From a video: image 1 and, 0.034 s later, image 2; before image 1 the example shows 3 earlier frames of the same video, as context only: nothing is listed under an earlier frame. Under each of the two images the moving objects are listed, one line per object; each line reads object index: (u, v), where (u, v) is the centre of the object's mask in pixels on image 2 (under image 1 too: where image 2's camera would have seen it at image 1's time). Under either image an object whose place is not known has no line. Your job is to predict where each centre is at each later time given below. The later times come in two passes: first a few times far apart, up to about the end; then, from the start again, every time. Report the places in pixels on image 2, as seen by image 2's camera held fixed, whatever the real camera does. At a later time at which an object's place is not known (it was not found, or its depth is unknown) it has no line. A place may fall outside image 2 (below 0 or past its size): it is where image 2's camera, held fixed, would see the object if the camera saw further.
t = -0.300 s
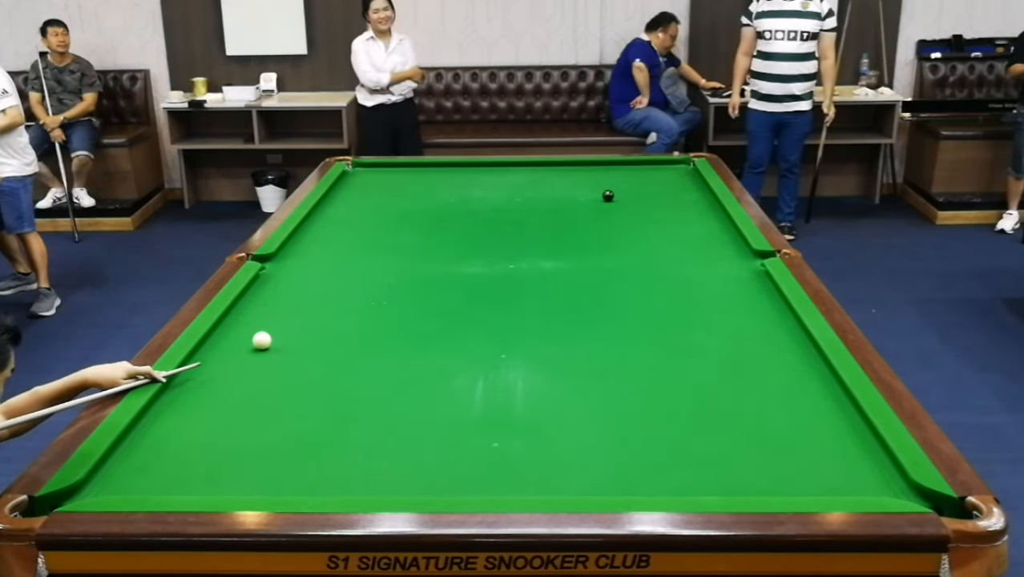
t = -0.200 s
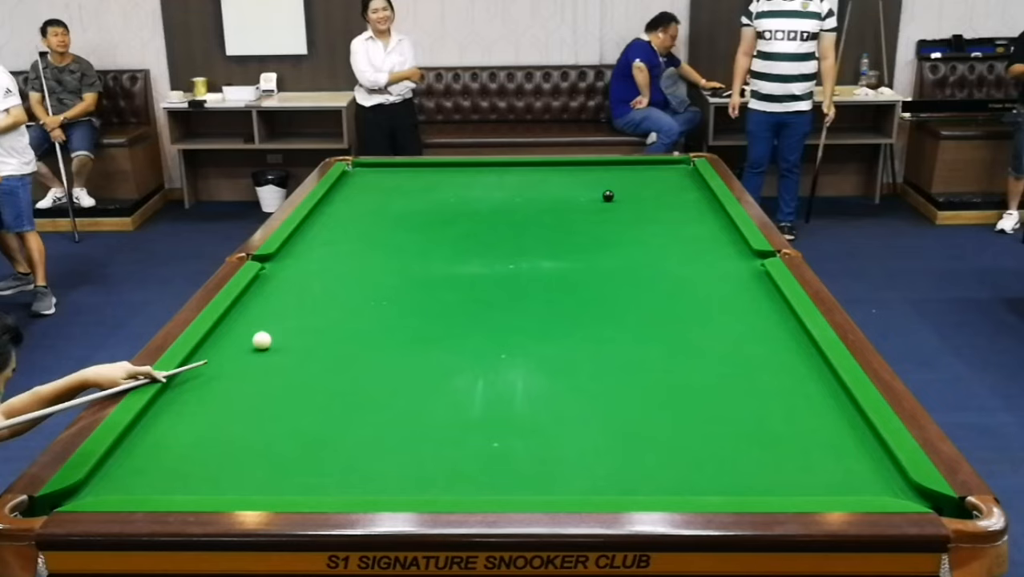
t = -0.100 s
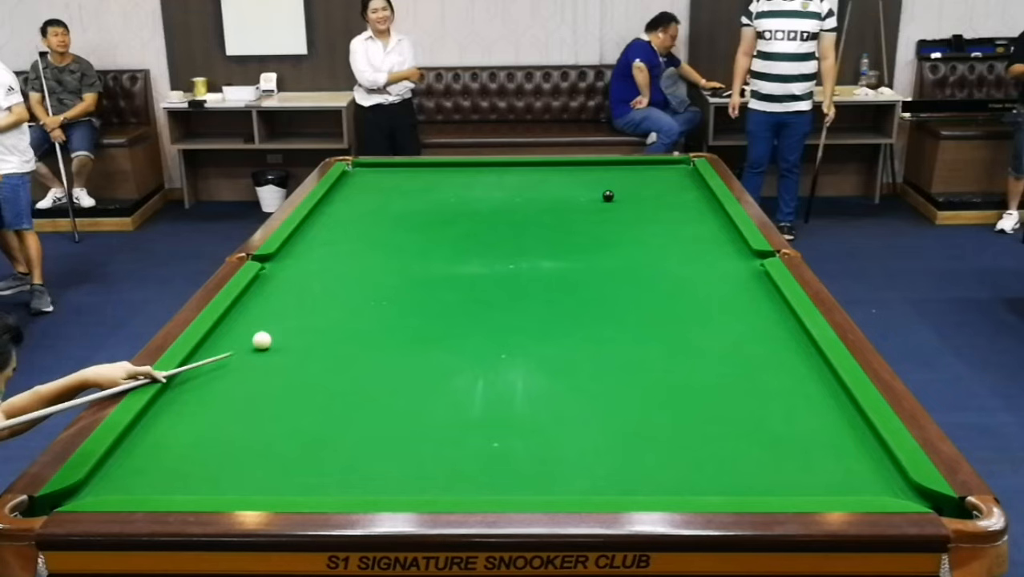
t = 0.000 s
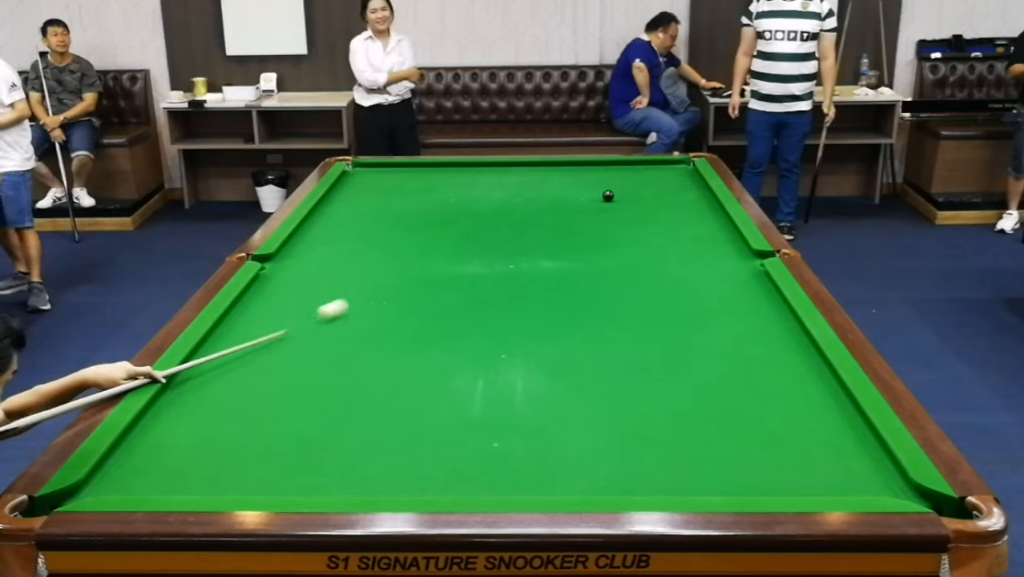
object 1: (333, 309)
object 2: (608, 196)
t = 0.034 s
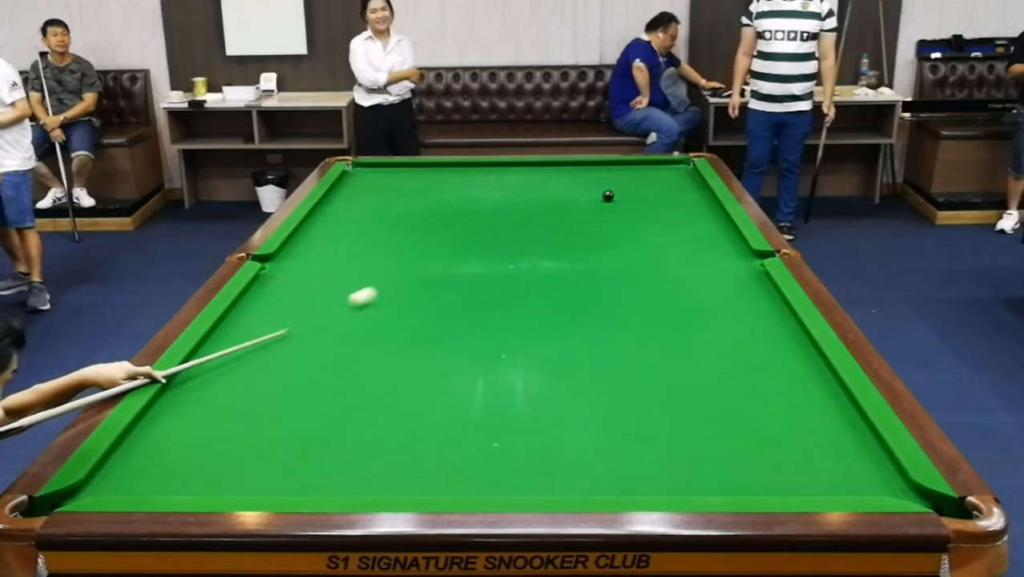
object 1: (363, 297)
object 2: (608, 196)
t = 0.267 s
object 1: (517, 232)
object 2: (608, 196)
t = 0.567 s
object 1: (591, 194)
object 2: (648, 186)
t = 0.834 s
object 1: (583, 184)
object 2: (661, 169)
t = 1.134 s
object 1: (576, 173)
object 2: (595, 166)
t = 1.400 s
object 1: (562, 174)
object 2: (547, 165)
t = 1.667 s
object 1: (546, 178)
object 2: (502, 165)
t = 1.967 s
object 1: (529, 182)
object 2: (451, 169)
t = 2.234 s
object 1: (514, 185)
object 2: (406, 172)
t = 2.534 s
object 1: (498, 189)
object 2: (356, 175)
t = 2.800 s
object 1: (484, 191)
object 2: (363, 178)
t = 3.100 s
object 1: (469, 195)
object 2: (391, 182)
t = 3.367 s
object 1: (457, 197)
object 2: (415, 186)
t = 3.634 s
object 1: (446, 200)
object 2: (439, 189)
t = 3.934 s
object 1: (434, 203)
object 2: (466, 193)
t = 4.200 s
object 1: (424, 205)
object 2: (489, 196)
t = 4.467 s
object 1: (415, 206)
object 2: (512, 199)
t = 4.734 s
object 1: (406, 208)
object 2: (533, 203)
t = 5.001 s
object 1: (399, 210)
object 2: (554, 206)
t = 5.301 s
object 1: (392, 211)
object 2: (576, 209)
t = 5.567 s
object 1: (387, 212)
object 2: (596, 212)
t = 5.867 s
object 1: (382, 213)
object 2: (616, 214)
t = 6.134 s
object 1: (379, 213)
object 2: (633, 217)
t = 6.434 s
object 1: (377, 213)
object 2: (651, 219)
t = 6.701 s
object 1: (376, 213)
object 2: (666, 221)
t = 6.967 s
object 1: (377, 213)
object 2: (680, 223)
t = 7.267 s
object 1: (377, 214)
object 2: (693, 225)
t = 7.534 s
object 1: (377, 213)
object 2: (703, 227)
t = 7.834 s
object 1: (377, 213)
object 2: (713, 228)
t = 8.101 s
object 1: (377, 214)
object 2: (720, 230)
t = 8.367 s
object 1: (377, 214)
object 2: (727, 231)
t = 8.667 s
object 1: (377, 213)
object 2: (732, 231)
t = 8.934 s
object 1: (377, 214)
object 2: (734, 232)
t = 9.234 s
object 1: (377, 214)
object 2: (733, 232)
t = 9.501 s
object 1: (377, 214)
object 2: (733, 232)
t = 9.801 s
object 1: (377, 214)
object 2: (733, 232)
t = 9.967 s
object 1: (377, 214)
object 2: (733, 232)
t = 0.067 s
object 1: (390, 285)
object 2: (608, 196)
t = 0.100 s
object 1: (415, 274)
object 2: (608, 196)
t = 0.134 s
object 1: (439, 265)
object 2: (608, 196)
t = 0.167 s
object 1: (461, 256)
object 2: (608, 196)
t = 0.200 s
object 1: (481, 247)
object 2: (608, 196)
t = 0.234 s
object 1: (499, 240)
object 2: (608, 196)
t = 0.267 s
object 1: (517, 232)
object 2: (608, 196)
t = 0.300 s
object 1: (533, 225)
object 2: (608, 196)
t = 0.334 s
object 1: (548, 219)
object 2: (608, 196)
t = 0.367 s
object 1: (563, 213)
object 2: (608, 196)
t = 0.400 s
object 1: (576, 207)
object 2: (608, 196)
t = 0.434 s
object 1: (588, 202)
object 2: (608, 196)
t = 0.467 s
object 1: (598, 197)
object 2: (610, 195)
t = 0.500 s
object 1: (596, 196)
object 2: (622, 193)
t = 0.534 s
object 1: (593, 195)
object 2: (635, 189)
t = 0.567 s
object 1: (591, 194)
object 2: (648, 186)
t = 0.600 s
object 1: (589, 193)
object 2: (660, 183)
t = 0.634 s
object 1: (588, 191)
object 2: (671, 180)
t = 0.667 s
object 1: (587, 190)
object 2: (682, 177)
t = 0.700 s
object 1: (587, 189)
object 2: (693, 174)
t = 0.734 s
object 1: (586, 187)
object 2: (690, 172)
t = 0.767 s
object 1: (585, 186)
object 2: (680, 171)
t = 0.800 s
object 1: (584, 185)
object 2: (670, 171)
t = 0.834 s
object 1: (583, 184)
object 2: (661, 169)
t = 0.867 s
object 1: (582, 183)
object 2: (653, 168)
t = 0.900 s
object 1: (582, 181)
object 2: (645, 166)
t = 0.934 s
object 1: (581, 180)
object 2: (638, 165)
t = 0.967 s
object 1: (580, 179)
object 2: (630, 164)
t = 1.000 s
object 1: (579, 178)
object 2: (623, 162)
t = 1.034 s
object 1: (579, 177)
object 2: (616, 163)
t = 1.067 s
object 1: (578, 176)
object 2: (609, 164)
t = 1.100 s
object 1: (577, 175)
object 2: (602, 165)
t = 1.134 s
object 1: (576, 173)
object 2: (595, 166)
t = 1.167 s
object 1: (576, 172)
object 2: (588, 167)
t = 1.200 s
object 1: (575, 171)
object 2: (582, 168)
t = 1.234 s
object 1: (574, 171)
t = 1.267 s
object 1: (571, 171)
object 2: (567, 166)
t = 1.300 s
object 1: (570, 172)
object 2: (563, 166)
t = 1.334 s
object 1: (567, 173)
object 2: (558, 166)
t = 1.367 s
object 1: (565, 174)
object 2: (553, 166)
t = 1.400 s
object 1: (562, 174)
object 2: (547, 165)
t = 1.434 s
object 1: (561, 175)
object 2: (542, 165)
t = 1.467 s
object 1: (559, 175)
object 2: (537, 164)
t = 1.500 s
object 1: (556, 176)
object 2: (531, 164)
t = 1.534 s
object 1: (555, 176)
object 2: (525, 164)
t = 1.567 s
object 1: (552, 177)
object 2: (519, 164)
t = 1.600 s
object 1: (550, 177)
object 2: (514, 165)
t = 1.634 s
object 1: (548, 178)
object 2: (508, 165)
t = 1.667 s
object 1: (546, 178)
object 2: (502, 165)
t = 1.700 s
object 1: (544, 178)
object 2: (496, 166)
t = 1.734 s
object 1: (542, 179)
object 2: (491, 166)
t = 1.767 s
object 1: (541, 179)
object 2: (485, 166)
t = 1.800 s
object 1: (539, 180)
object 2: (480, 167)
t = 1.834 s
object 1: (537, 180)
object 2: (474, 167)
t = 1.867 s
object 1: (535, 181)
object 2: (468, 168)
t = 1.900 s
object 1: (533, 181)
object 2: (462, 168)
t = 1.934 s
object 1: (531, 181)
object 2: (457, 169)
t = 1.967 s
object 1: (529, 182)
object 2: (451, 169)
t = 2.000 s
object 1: (527, 182)
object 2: (445, 169)
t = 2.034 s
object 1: (525, 183)
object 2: (440, 170)
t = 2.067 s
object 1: (523, 183)
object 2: (434, 170)
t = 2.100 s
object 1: (521, 183)
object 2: (428, 171)
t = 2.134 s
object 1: (520, 184)
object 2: (423, 171)
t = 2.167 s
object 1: (518, 184)
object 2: (417, 171)
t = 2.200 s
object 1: (516, 185)
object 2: (411, 172)
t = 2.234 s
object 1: (514, 185)
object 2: (406, 172)
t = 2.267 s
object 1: (512, 186)
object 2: (400, 172)
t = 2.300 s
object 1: (510, 186)
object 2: (394, 173)
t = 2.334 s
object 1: (509, 186)
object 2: (389, 173)
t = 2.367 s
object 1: (507, 186)
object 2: (383, 173)
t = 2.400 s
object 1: (505, 187)
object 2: (378, 174)
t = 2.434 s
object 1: (503, 187)
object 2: (372, 174)
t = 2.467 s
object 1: (501, 188)
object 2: (367, 175)
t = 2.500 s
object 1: (499, 188)
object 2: (361, 175)
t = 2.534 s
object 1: (498, 189)
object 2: (356, 175)
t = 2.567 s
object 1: (496, 189)
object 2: (350, 175)
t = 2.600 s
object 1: (494, 189)
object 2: (345, 176)
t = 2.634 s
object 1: (493, 190)
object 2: (347, 176)
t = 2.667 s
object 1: (491, 190)
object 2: (350, 177)
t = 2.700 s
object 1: (489, 190)
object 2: (353, 177)
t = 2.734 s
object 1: (487, 191)
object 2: (356, 177)
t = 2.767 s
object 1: (486, 191)
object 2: (360, 178)
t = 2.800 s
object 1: (484, 191)
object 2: (363, 178)
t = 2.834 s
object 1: (482, 192)
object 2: (366, 179)
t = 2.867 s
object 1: (481, 192)
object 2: (369, 179)
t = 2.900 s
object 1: (479, 193)
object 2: (372, 180)
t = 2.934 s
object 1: (477, 193)
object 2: (375, 180)
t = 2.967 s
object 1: (476, 193)
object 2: (378, 181)
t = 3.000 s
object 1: (474, 194)
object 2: (381, 181)
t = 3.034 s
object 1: (473, 194)
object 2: (385, 182)
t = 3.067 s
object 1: (471, 195)
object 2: (388, 182)
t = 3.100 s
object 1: (469, 195)
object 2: (391, 182)
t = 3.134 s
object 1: (468, 195)
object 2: (394, 183)
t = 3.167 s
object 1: (466, 196)
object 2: (397, 183)
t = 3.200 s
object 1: (465, 196)
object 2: (400, 184)
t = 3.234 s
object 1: (463, 196)
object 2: (403, 184)
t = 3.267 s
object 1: (462, 196)
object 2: (406, 185)
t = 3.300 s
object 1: (460, 197)
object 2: (410, 185)
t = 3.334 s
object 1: (459, 197)
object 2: (412, 185)
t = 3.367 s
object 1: (457, 197)
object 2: (415, 186)
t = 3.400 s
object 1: (456, 198)
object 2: (419, 186)
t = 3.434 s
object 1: (454, 198)
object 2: (422, 187)
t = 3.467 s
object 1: (453, 198)
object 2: (425, 187)
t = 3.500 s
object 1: (451, 199)
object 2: (428, 188)
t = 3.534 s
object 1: (450, 199)
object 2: (431, 188)
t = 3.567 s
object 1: (448, 199)
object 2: (434, 188)
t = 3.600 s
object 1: (447, 200)
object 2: (437, 189)
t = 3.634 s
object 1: (446, 200)
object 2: (439, 189)
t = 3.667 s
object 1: (444, 200)
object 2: (443, 189)
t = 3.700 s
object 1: (443, 200)
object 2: (446, 190)
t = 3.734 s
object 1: (442, 201)
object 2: (449, 190)
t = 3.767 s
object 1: (440, 201)
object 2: (452, 191)
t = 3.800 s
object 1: (439, 201)
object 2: (455, 191)
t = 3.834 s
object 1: (438, 202)
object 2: (458, 192)
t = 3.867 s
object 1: (436, 202)
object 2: (461, 192)
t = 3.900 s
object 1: (435, 202)
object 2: (464, 193)
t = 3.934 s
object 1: (434, 203)
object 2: (466, 193)
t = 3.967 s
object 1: (432, 203)
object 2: (469, 193)
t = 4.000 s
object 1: (431, 203)
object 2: (472, 194)
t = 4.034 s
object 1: (430, 203)
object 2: (475, 194)
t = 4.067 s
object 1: (429, 204)
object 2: (478, 195)
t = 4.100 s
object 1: (427, 204)
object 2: (481, 195)
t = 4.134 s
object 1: (426, 204)
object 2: (484, 195)
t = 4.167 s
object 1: (425, 204)
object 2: (486, 196)
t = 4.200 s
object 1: (424, 205)
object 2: (489, 196)
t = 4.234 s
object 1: (423, 205)
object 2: (492, 196)
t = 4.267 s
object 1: (421, 205)
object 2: (495, 197)
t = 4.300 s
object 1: (420, 205)
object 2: (498, 197)
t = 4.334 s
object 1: (419, 206)
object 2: (501, 198)
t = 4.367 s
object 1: (418, 206)
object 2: (503, 198)
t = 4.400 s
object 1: (417, 206)
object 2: (506, 199)
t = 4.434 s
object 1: (416, 206)
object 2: (509, 199)
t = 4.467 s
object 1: (415, 206)
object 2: (512, 199)
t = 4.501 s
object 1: (414, 207)
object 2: (514, 200)
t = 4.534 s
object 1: (412, 207)
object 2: (517, 200)
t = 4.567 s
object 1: (411, 207)
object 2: (520, 201)
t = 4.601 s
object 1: (410, 207)
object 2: (522, 201)
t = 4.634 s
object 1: (409, 208)
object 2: (525, 201)
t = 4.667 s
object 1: (408, 208)
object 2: (528, 202)
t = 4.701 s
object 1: (407, 208)
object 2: (531, 202)
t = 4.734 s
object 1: (406, 208)
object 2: (533, 203)
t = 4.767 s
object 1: (405, 208)
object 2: (536, 203)
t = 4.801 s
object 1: (405, 208)
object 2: (539, 203)
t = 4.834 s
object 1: (404, 209)
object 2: (541, 204)
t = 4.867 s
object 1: (403, 209)
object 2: (544, 204)
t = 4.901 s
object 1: (402, 209)
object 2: (546, 205)
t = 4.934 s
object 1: (401, 209)
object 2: (549, 205)
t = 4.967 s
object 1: (400, 209)
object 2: (552, 205)
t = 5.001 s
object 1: (399, 210)
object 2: (554, 206)
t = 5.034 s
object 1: (398, 210)
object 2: (557, 206)
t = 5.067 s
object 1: (397, 210)
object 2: (559, 206)
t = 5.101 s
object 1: (397, 210)
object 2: (562, 207)
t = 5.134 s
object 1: (396, 210)
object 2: (564, 207)
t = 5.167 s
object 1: (395, 210)
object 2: (567, 207)
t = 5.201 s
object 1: (394, 211)
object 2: (569, 208)
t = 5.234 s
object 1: (394, 211)
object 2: (571, 208)
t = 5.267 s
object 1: (393, 211)
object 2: (574, 208)
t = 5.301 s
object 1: (392, 211)
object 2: (576, 209)
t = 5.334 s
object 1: (391, 211)
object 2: (579, 209)
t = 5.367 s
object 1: (391, 211)
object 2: (581, 209)
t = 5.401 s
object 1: (390, 211)
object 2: (584, 210)
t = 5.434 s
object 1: (389, 212)
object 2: (586, 210)
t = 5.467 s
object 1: (388, 212)
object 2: (589, 210)
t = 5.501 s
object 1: (388, 212)
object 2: (591, 211)
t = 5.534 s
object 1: (387, 212)
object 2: (593, 211)
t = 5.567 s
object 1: (387, 212)
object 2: (596, 212)
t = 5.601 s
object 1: (386, 212)
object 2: (598, 212)
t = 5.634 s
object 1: (385, 212)
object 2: (600, 212)
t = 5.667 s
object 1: (385, 212)
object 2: (602, 213)
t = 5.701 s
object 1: (384, 212)
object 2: (605, 213)
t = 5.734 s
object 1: (384, 212)
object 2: (607, 213)
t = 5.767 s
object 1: (383, 212)
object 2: (610, 214)
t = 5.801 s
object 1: (383, 213)
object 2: (612, 214)
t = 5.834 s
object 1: (382, 213)
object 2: (614, 214)
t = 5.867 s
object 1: (382, 213)
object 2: (616, 214)
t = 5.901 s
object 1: (381, 213)
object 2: (618, 215)
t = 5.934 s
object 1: (381, 213)
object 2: (620, 215)
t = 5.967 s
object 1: (380, 213)
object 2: (623, 215)
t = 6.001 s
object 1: (380, 213)
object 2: (625, 216)
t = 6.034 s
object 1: (380, 213)
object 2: (627, 216)
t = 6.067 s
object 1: (379, 213)
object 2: (629, 216)
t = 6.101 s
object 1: (379, 213)
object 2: (631, 217)
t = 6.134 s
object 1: (379, 213)
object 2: (633, 217)
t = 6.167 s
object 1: (378, 213)
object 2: (635, 217)
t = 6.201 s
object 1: (378, 213)
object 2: (637, 217)
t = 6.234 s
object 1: (378, 213)
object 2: (639, 218)
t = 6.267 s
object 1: (378, 213)
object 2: (641, 218)
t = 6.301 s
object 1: (377, 213)
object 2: (643, 218)
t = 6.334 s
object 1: (377, 213)
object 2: (645, 218)
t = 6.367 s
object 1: (377, 213)
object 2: (648, 219)
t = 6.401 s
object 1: (377, 213)
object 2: (650, 219)
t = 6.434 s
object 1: (377, 213)
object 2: (651, 219)
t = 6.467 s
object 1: (377, 213)
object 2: (653, 220)
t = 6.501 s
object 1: (377, 213)
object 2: (655, 220)
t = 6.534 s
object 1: (377, 213)
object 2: (657, 220)
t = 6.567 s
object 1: (377, 213)
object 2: (659, 220)
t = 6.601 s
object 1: (377, 213)
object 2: (661, 220)
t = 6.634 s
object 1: (376, 213)
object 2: (663, 221)
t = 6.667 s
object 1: (376, 213)
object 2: (664, 221)
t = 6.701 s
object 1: (376, 213)
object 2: (666, 221)
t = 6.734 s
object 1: (376, 213)
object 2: (668, 222)
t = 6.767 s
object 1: (376, 213)
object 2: (670, 222)
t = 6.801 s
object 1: (376, 213)
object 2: (671, 222)
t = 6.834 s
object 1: (377, 213)
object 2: (673, 222)
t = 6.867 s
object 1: (376, 213)
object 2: (675, 223)
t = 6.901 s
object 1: (377, 213)
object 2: (676, 223)
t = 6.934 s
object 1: (377, 213)
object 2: (678, 223)
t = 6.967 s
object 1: (377, 213)
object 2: (680, 223)
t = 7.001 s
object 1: (377, 213)
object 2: (681, 223)
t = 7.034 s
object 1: (377, 213)
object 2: (683, 224)
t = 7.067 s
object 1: (377, 213)
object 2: (685, 224)
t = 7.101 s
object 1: (377, 214)
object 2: (686, 224)
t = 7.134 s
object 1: (377, 214)
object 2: (687, 224)
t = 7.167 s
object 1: (377, 214)
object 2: (689, 225)
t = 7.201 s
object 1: (377, 214)
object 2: (691, 225)
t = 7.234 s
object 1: (377, 214)
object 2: (692, 225)
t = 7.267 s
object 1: (377, 214)
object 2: (693, 225)
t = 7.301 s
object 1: (377, 213)
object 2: (695, 225)
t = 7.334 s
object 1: (377, 213)
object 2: (696, 226)
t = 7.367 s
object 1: (377, 213)
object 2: (697, 226)
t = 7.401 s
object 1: (377, 213)
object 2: (699, 226)
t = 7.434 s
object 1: (377, 213)
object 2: (700, 226)
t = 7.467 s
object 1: (377, 213)
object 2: (701, 226)
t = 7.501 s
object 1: (377, 213)
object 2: (703, 227)
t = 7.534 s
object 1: (377, 213)
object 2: (703, 227)
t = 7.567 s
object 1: (377, 213)
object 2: (705, 227)
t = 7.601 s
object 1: (377, 213)
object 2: (706, 227)
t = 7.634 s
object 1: (377, 213)
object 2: (707, 227)
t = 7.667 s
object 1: (377, 213)
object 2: (708, 227)
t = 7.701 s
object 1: (377, 213)
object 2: (709, 228)
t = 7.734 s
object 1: (377, 213)
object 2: (710, 228)
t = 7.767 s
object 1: (377, 213)
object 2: (711, 228)
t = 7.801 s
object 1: (377, 213)
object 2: (712, 228)
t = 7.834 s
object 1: (377, 213)
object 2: (713, 228)
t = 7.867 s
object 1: (377, 214)
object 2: (714, 228)
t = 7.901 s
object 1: (377, 214)
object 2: (715, 229)
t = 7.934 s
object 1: (377, 214)
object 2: (716, 229)
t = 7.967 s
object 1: (377, 214)
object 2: (717, 229)
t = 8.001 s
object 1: (377, 214)
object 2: (718, 229)
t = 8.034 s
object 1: (377, 214)
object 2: (719, 229)
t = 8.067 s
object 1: (377, 214)
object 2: (720, 229)
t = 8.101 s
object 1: (377, 214)
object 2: (720, 230)
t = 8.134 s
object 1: (377, 214)
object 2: (721, 230)
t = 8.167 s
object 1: (377, 214)
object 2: (722, 230)
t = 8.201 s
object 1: (377, 213)
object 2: (723, 230)
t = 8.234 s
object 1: (377, 213)
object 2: (724, 230)
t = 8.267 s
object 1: (377, 213)
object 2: (724, 230)
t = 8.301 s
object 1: (377, 213)
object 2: (725, 230)
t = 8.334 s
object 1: (377, 214)
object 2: (726, 231)
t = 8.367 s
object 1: (377, 214)
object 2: (727, 231)
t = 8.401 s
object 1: (377, 213)
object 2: (727, 231)
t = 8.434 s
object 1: (377, 213)
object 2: (728, 231)
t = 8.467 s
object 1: (377, 213)
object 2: (729, 231)
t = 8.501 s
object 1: (377, 213)
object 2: (729, 231)
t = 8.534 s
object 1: (377, 213)
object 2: (730, 231)
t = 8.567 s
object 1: (377, 213)
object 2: (730, 231)
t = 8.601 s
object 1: (377, 213)
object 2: (731, 231)
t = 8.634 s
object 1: (377, 213)
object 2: (731, 231)
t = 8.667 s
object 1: (377, 213)
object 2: (732, 231)
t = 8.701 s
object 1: (377, 213)
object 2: (733, 231)
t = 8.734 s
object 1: (377, 213)
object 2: (733, 232)
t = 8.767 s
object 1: (377, 214)
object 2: (733, 232)
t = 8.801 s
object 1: (377, 214)
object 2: (734, 232)
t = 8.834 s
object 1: (377, 214)
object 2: (734, 232)
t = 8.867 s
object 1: (377, 214)
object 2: (734, 232)
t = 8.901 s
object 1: (377, 214)
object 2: (734, 232)
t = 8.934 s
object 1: (377, 214)
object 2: (734, 232)
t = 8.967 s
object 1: (377, 214)
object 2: (733, 232)
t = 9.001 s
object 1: (377, 214)
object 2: (733, 232)
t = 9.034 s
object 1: (377, 214)
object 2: (734, 232)
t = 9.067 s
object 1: (377, 214)
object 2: (733, 232)
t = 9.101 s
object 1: (377, 214)
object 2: (733, 232)
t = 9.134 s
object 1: (377, 214)
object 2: (733, 232)
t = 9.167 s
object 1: (377, 214)
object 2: (733, 232)
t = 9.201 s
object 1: (377, 214)
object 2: (733, 232)
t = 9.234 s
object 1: (377, 214)
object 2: (733, 232)
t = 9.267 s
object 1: (377, 214)
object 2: (733, 232)
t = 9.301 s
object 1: (377, 214)
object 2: (733, 232)
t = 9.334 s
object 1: (377, 214)
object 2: (733, 232)
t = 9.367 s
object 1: (377, 214)
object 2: (733, 232)
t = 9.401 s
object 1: (377, 214)
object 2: (733, 232)
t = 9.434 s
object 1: (377, 214)
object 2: (733, 232)
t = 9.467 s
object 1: (377, 214)
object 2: (733, 232)
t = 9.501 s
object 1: (377, 214)
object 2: (733, 232)
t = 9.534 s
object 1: (377, 214)
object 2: (733, 232)
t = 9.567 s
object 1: (377, 214)
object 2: (733, 232)
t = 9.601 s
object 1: (377, 214)
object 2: (733, 232)
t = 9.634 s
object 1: (377, 214)
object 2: (733, 232)
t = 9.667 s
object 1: (377, 214)
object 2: (733, 232)
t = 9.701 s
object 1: (377, 214)
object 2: (733, 232)
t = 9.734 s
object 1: (377, 214)
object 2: (733, 232)
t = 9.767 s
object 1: (377, 214)
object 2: (733, 232)
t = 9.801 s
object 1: (377, 214)
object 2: (733, 232)
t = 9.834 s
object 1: (377, 213)
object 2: (733, 232)
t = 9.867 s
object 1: (377, 213)
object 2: (733, 232)
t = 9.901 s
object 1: (377, 213)
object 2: (733, 232)
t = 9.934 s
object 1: (377, 213)
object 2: (733, 232)
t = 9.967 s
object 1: (377, 214)
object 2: (733, 232)
